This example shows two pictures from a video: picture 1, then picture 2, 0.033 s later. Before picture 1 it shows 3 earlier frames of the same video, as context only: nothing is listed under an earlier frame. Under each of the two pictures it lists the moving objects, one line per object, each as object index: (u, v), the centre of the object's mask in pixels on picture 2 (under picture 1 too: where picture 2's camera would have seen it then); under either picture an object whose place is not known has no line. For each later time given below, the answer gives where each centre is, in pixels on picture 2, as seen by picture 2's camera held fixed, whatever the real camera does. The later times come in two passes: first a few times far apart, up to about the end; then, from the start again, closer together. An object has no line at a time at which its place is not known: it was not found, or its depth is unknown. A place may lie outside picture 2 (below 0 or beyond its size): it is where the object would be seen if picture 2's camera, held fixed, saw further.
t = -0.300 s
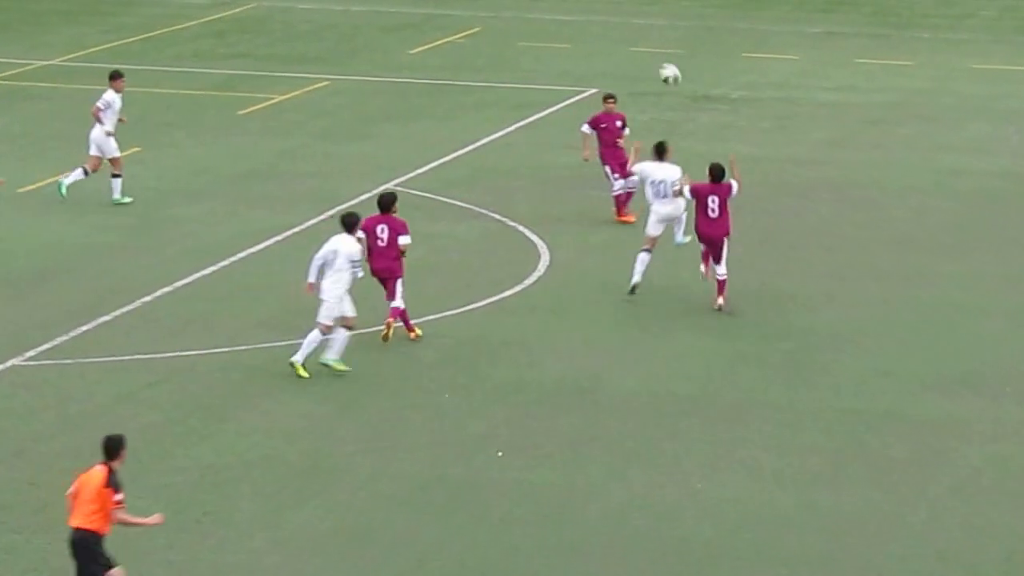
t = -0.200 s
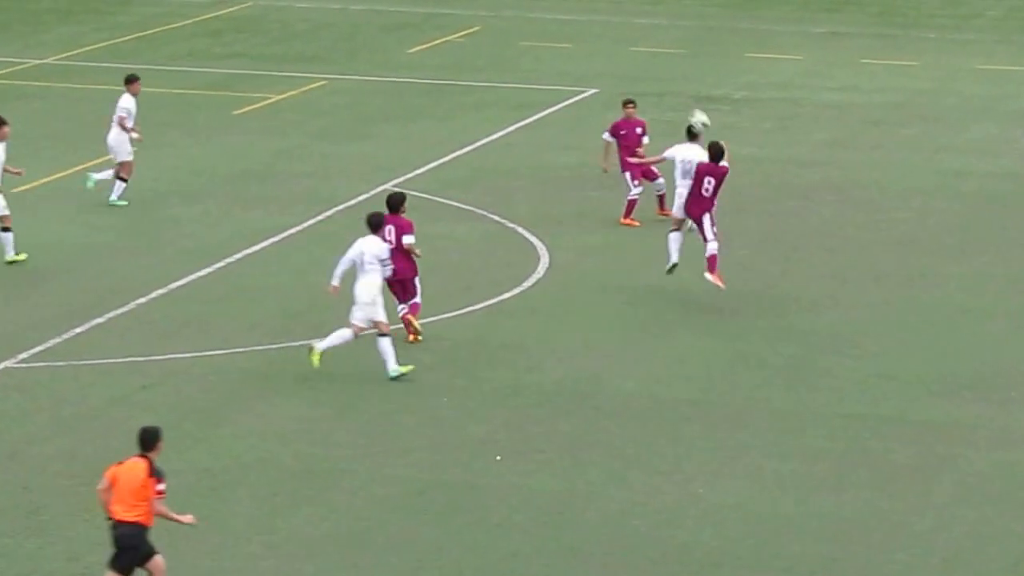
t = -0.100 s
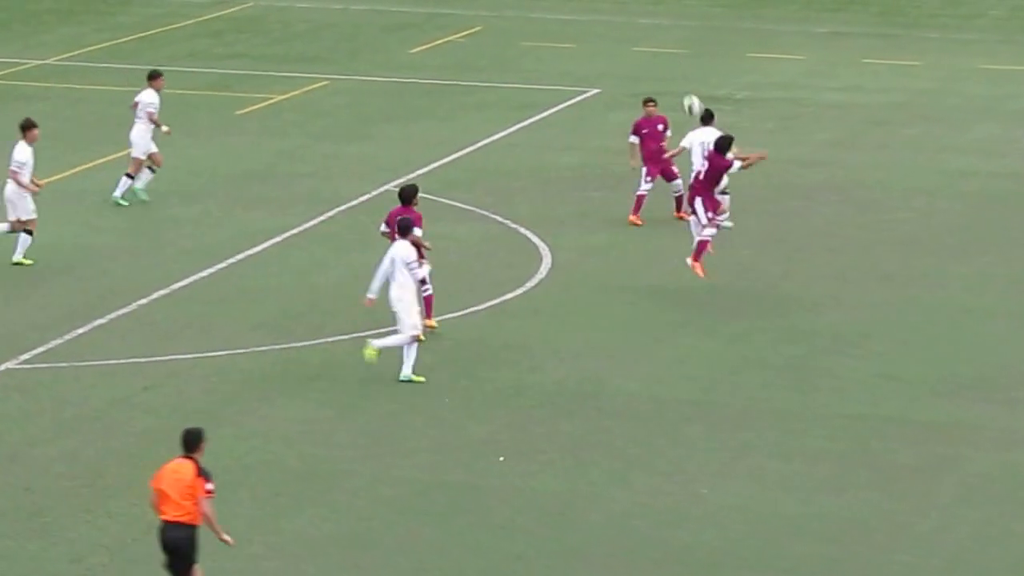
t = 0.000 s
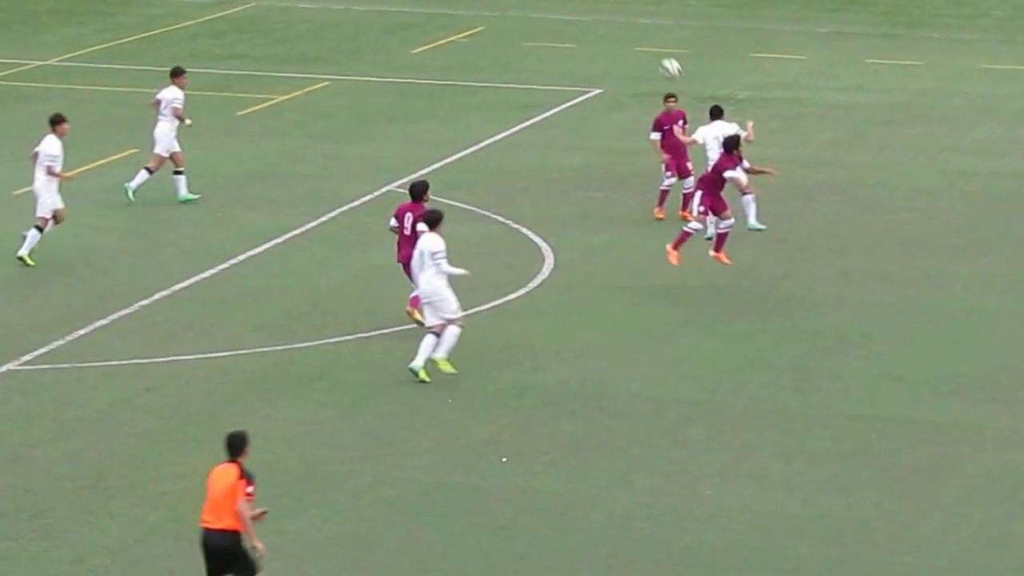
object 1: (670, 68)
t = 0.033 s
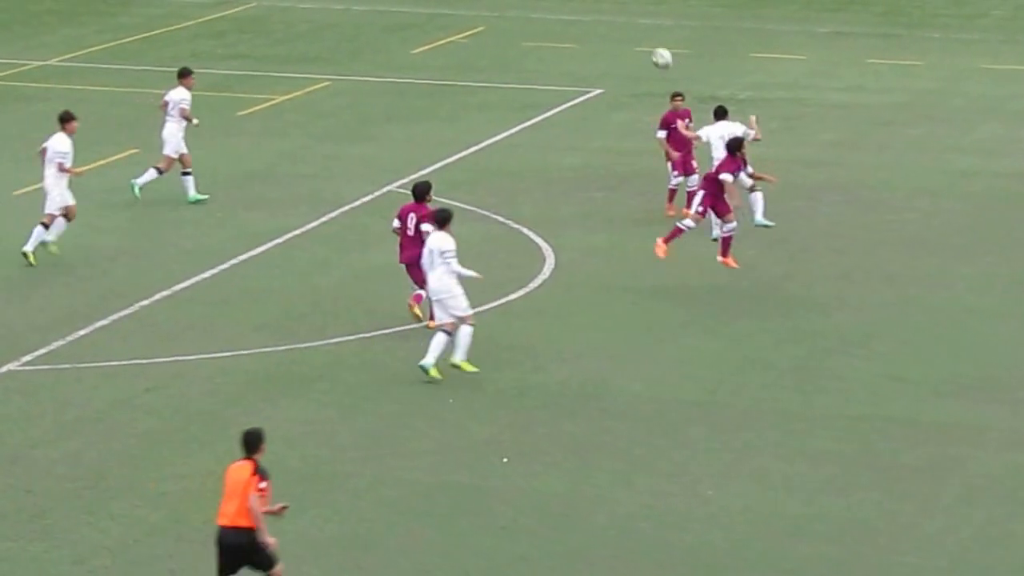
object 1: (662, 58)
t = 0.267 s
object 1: (607, 13)
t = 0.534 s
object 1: (538, 17)
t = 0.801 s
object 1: (474, 80)
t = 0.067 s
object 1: (651, 48)
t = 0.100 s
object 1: (645, 40)
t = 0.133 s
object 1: (637, 32)
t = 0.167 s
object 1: (628, 25)
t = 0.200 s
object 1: (621, 21)
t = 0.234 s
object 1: (614, 16)
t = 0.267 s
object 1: (607, 13)
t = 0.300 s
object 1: (595, 9)
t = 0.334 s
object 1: (587, 8)
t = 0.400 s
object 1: (570, 6)
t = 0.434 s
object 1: (562, 9)
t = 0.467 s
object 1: (554, 10)
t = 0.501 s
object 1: (545, 12)
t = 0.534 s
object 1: (538, 17)
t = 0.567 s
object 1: (528, 21)
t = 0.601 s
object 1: (522, 28)
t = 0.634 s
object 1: (514, 35)
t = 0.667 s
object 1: (504, 41)
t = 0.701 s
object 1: (495, 49)
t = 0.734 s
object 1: (488, 59)
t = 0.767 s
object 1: (481, 69)
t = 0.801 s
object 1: (474, 80)
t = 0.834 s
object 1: (465, 93)
